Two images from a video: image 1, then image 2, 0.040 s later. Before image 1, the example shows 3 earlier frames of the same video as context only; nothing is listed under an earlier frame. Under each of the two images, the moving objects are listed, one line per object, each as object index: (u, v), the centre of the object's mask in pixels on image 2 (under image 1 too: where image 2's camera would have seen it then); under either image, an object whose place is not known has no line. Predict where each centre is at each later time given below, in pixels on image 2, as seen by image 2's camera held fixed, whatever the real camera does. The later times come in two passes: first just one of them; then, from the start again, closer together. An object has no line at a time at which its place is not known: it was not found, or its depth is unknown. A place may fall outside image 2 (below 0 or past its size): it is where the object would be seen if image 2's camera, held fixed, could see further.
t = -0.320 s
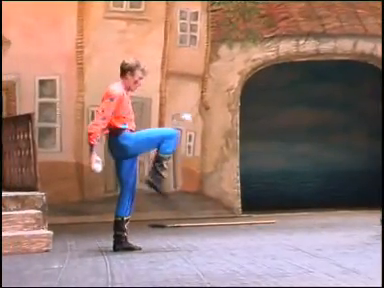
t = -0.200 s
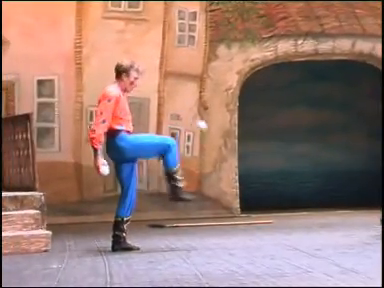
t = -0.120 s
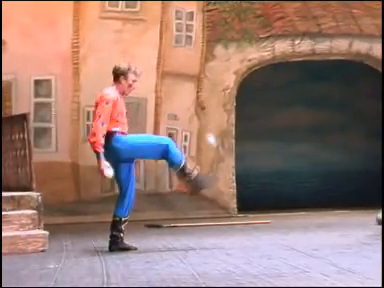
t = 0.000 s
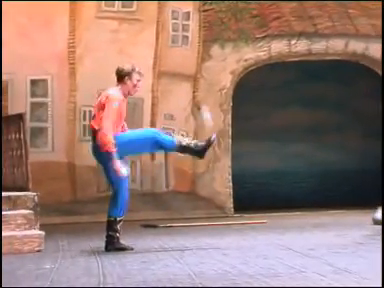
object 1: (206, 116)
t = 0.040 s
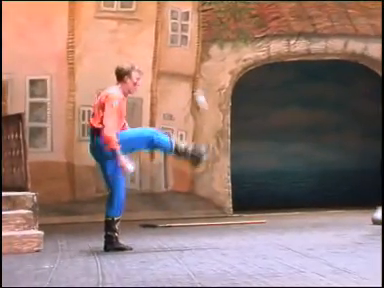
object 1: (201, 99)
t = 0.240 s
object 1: (180, 44)
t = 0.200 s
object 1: (184, 51)
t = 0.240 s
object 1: (180, 44)
